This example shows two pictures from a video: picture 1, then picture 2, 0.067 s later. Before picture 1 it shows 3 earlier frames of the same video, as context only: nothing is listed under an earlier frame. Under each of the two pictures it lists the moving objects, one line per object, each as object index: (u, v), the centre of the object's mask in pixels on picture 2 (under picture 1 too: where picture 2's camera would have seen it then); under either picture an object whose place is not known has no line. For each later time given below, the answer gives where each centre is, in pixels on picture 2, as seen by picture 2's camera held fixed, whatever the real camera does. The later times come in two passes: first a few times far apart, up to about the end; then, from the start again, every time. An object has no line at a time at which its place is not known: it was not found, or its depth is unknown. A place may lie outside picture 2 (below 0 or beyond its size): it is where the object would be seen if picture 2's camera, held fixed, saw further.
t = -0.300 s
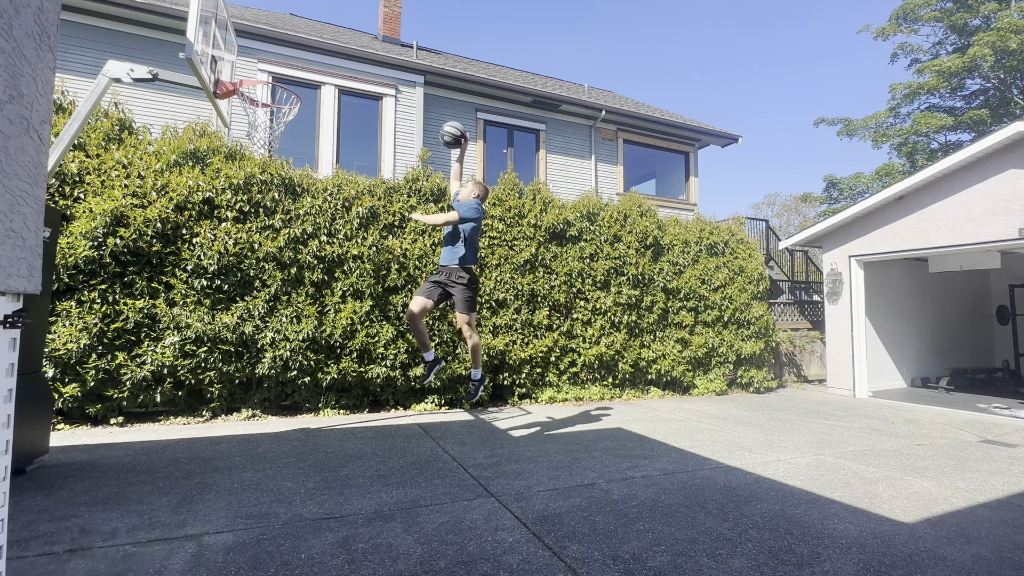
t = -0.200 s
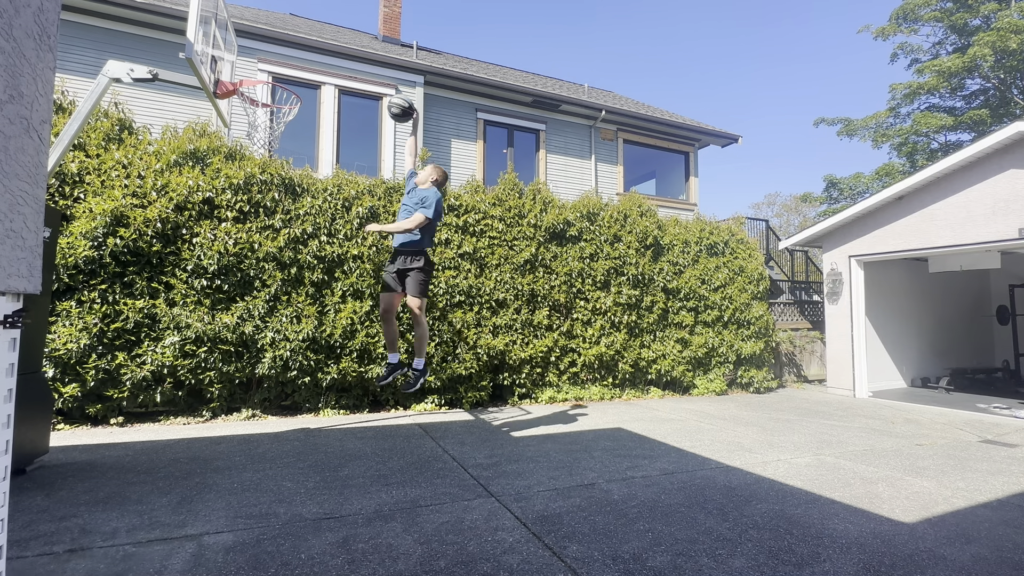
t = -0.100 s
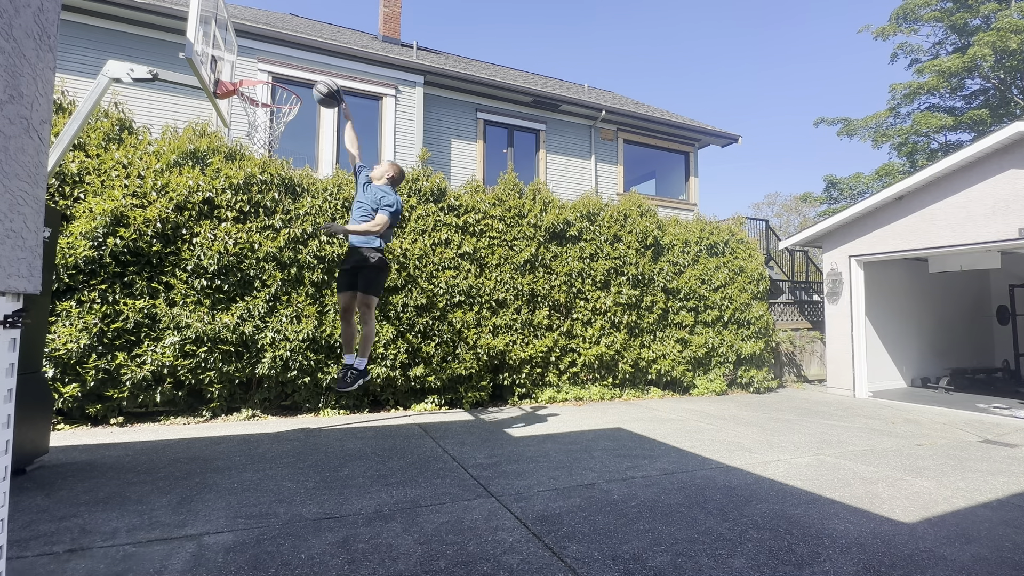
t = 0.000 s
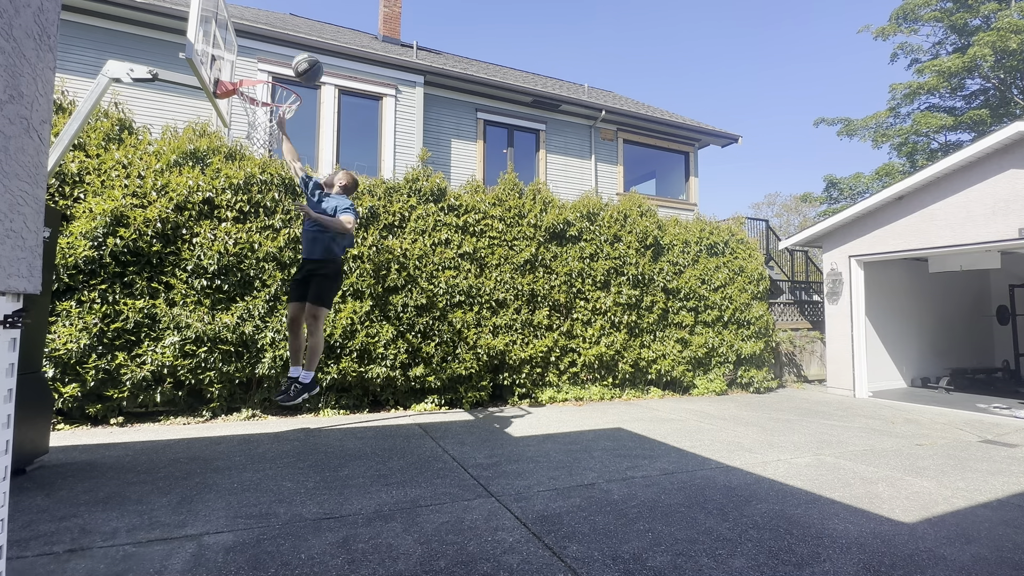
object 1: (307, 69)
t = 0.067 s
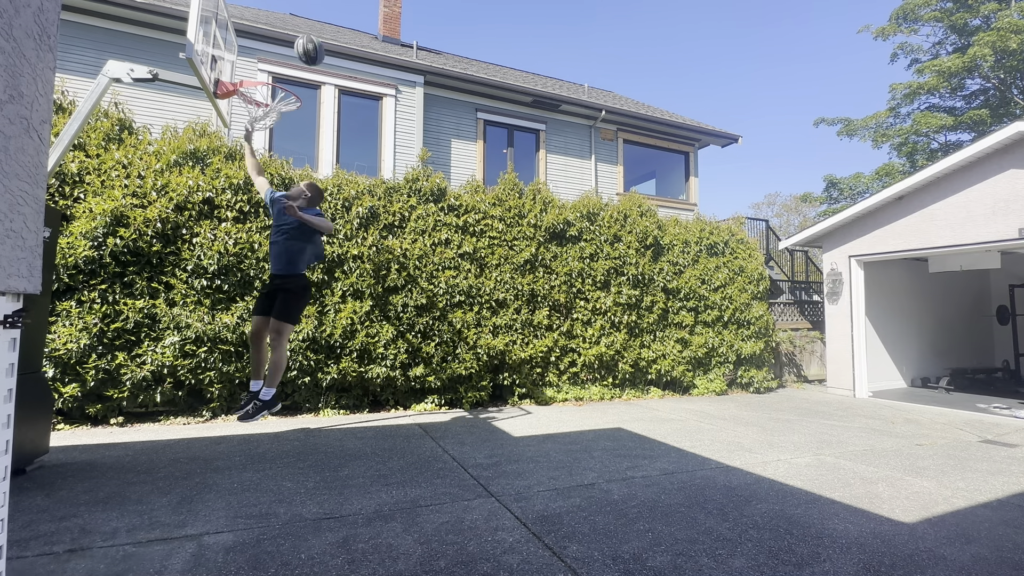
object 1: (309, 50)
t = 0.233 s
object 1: (314, 26)
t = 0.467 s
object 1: (318, 43)
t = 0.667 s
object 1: (319, 106)
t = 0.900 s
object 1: (319, 238)
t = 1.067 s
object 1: (319, 374)
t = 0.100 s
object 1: (310, 43)
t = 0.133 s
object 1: (312, 36)
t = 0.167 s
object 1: (313, 32)
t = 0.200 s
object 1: (313, 28)
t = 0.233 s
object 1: (314, 26)
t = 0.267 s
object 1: (314, 24)
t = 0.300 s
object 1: (315, 25)
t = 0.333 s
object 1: (315, 26)
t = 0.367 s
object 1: (316, 28)
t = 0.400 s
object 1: (317, 32)
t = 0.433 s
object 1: (317, 36)
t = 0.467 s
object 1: (318, 43)
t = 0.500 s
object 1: (318, 50)
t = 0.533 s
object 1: (319, 58)
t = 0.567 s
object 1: (318, 69)
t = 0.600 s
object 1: (318, 80)
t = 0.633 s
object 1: (319, 92)
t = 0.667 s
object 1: (319, 106)
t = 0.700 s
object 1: (319, 121)
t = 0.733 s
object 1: (319, 137)
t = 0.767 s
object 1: (319, 155)
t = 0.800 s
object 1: (319, 174)
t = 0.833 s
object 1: (320, 194)
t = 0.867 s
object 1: (320, 216)
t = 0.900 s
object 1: (319, 238)
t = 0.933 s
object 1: (320, 263)
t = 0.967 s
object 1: (319, 288)
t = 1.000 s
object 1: (319, 315)
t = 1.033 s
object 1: (319, 344)
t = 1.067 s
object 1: (319, 374)
